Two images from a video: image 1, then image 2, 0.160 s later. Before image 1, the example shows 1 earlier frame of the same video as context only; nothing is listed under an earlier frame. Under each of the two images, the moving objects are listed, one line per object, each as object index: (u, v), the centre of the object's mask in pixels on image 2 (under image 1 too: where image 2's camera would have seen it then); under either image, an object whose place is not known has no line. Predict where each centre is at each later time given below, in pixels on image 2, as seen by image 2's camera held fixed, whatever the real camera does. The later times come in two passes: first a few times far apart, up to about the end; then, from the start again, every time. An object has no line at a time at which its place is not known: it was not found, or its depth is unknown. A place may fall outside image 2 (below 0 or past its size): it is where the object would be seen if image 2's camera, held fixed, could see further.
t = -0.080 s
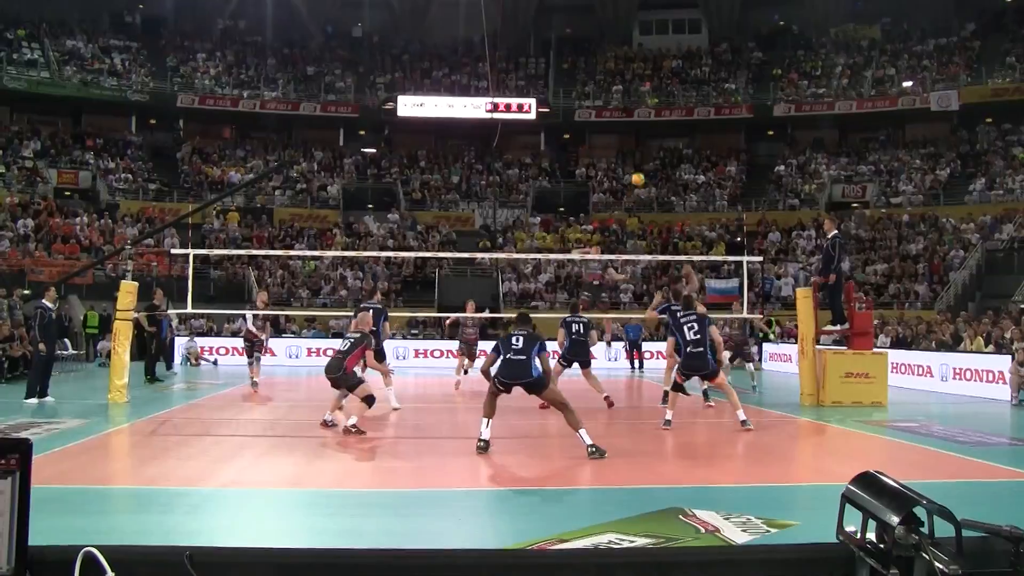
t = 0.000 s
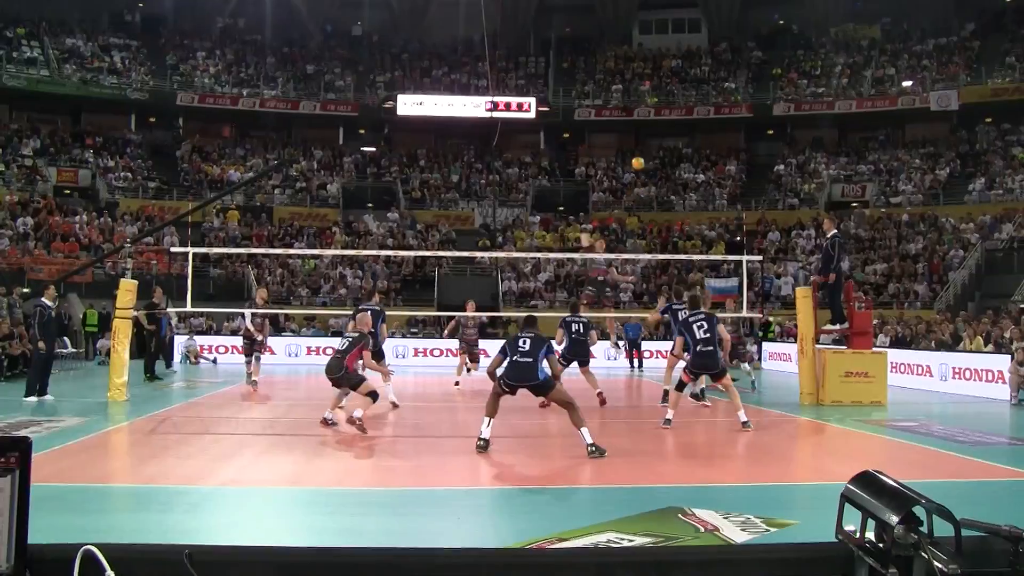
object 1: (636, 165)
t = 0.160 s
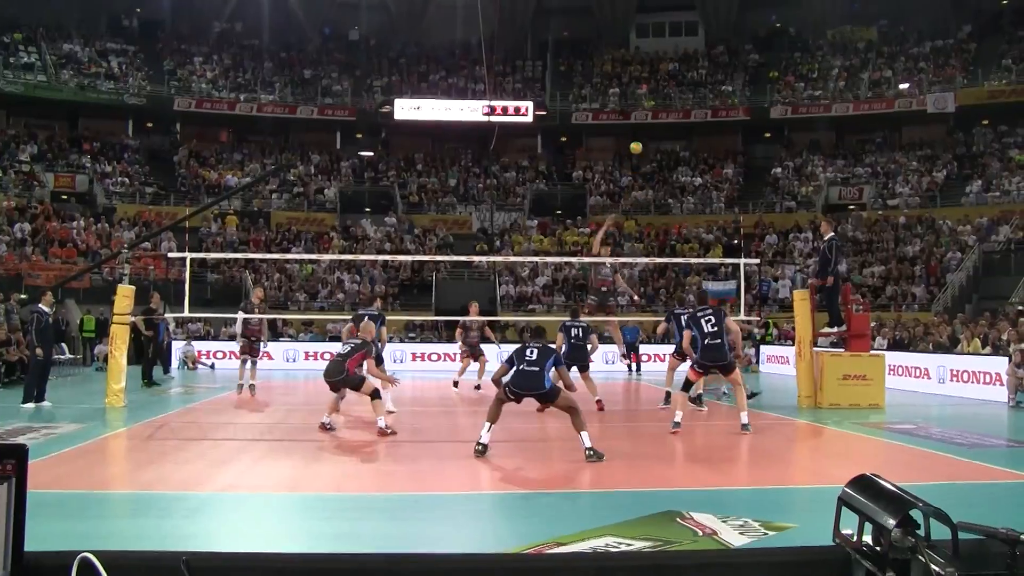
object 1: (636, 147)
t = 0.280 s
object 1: (636, 144)
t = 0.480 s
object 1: (633, 154)
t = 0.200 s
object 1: (636, 146)
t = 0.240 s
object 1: (636, 145)
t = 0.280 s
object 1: (636, 144)
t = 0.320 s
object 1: (635, 145)
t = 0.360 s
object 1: (634, 146)
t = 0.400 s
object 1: (634, 148)
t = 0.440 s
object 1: (633, 151)
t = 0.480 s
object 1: (633, 154)
